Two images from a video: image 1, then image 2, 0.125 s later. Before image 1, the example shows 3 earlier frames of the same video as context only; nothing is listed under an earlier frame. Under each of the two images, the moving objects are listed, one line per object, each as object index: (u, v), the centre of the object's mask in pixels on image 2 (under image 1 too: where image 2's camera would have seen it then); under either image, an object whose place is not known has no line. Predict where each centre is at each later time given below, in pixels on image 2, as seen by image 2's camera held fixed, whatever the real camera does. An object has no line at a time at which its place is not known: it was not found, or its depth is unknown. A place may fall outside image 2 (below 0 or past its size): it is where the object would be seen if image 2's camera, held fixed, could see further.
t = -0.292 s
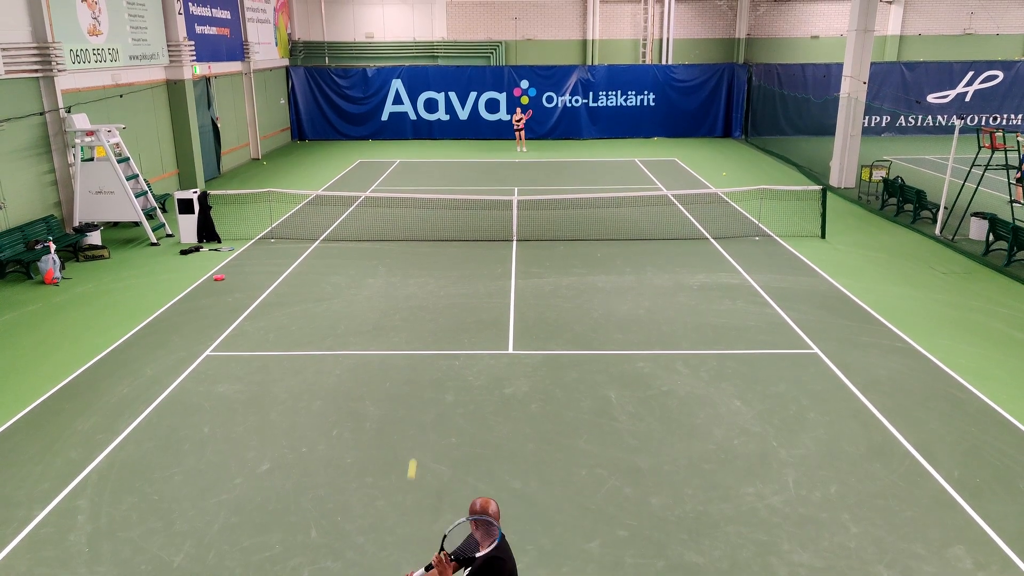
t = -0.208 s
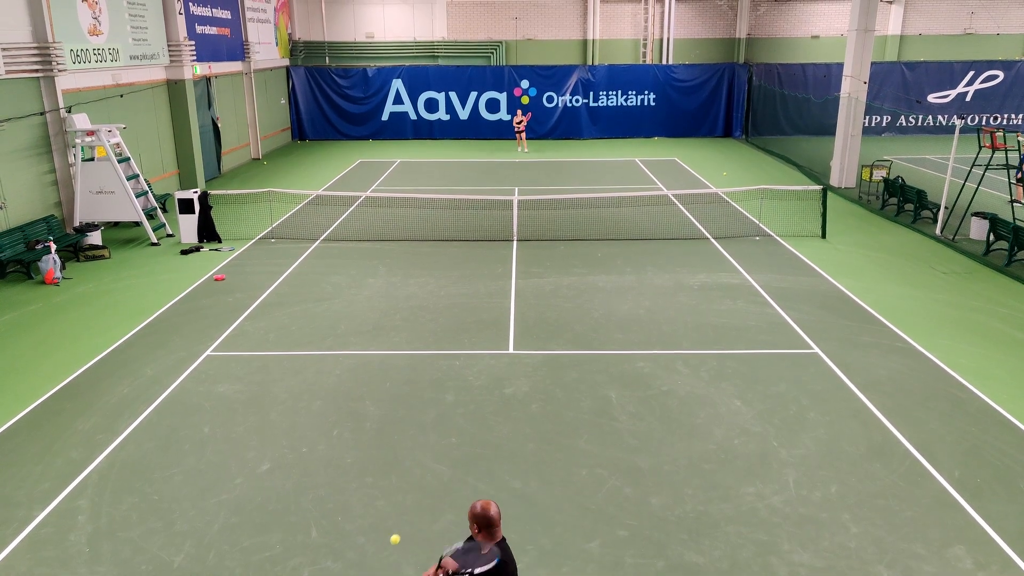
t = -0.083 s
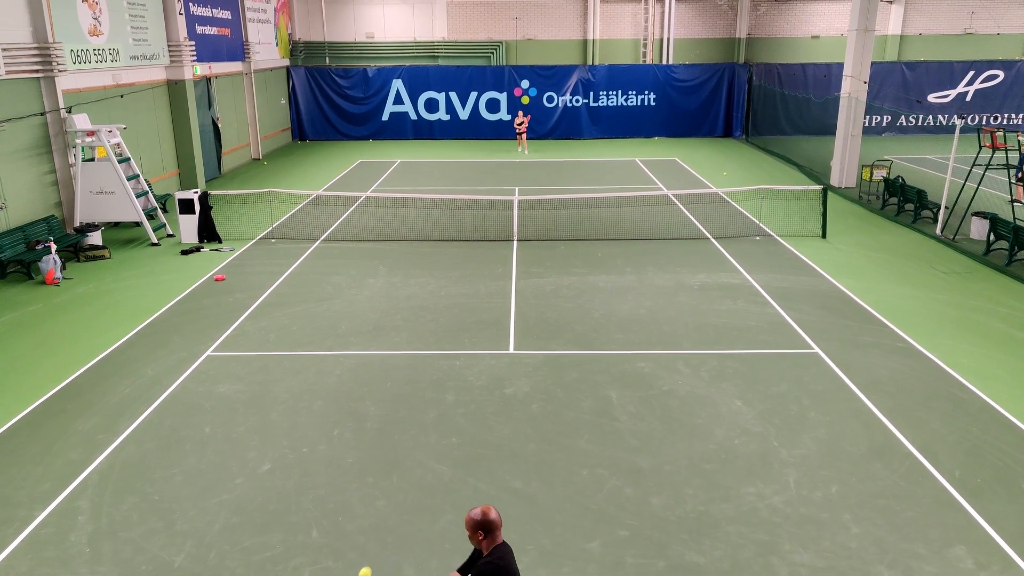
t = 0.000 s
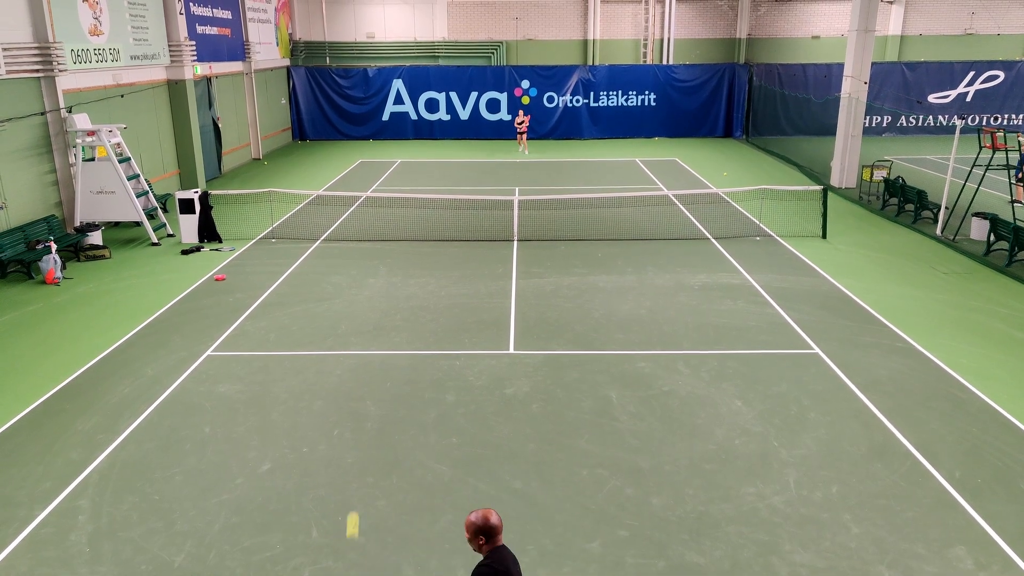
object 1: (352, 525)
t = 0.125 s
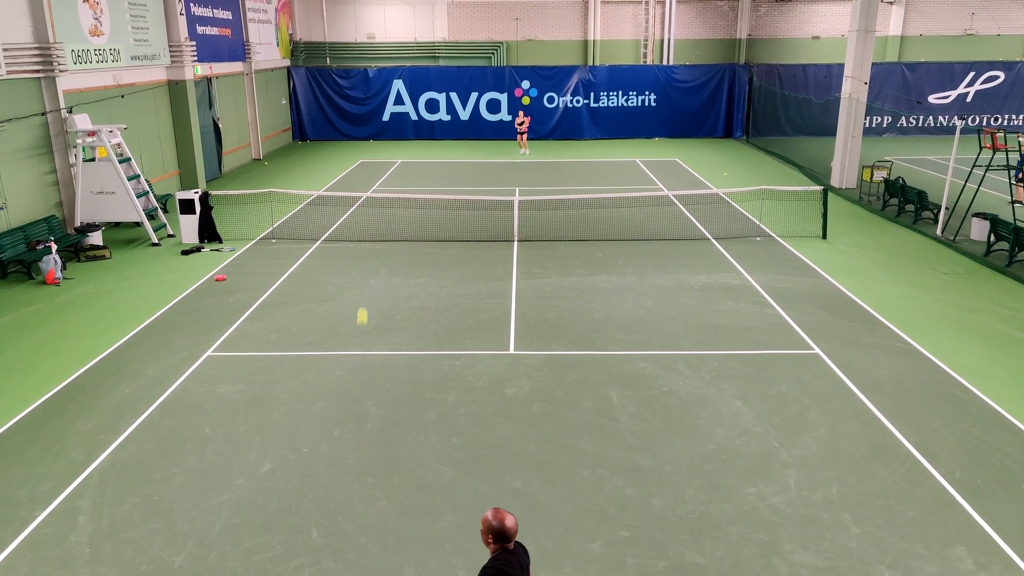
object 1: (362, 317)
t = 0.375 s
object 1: (372, 126)
